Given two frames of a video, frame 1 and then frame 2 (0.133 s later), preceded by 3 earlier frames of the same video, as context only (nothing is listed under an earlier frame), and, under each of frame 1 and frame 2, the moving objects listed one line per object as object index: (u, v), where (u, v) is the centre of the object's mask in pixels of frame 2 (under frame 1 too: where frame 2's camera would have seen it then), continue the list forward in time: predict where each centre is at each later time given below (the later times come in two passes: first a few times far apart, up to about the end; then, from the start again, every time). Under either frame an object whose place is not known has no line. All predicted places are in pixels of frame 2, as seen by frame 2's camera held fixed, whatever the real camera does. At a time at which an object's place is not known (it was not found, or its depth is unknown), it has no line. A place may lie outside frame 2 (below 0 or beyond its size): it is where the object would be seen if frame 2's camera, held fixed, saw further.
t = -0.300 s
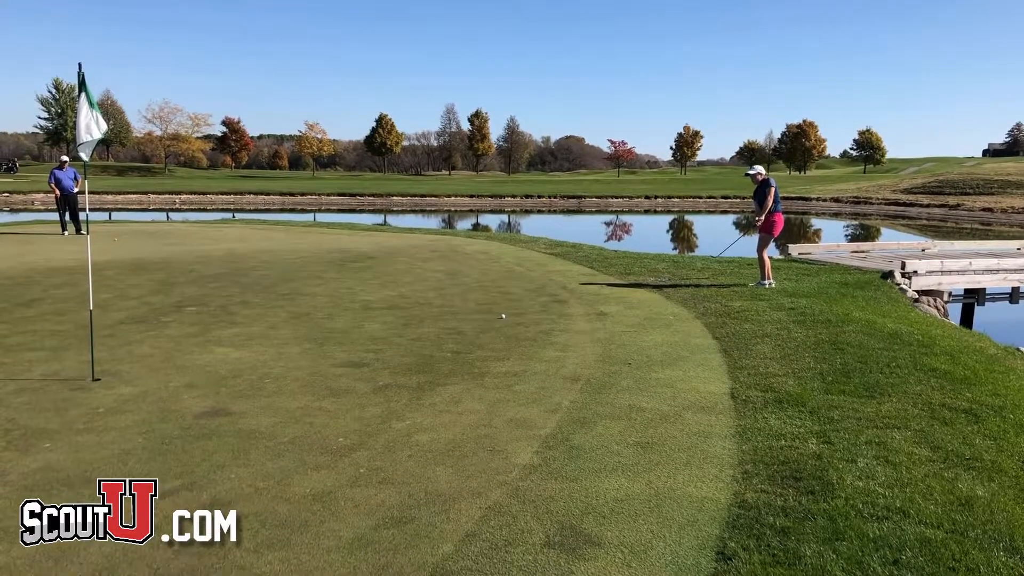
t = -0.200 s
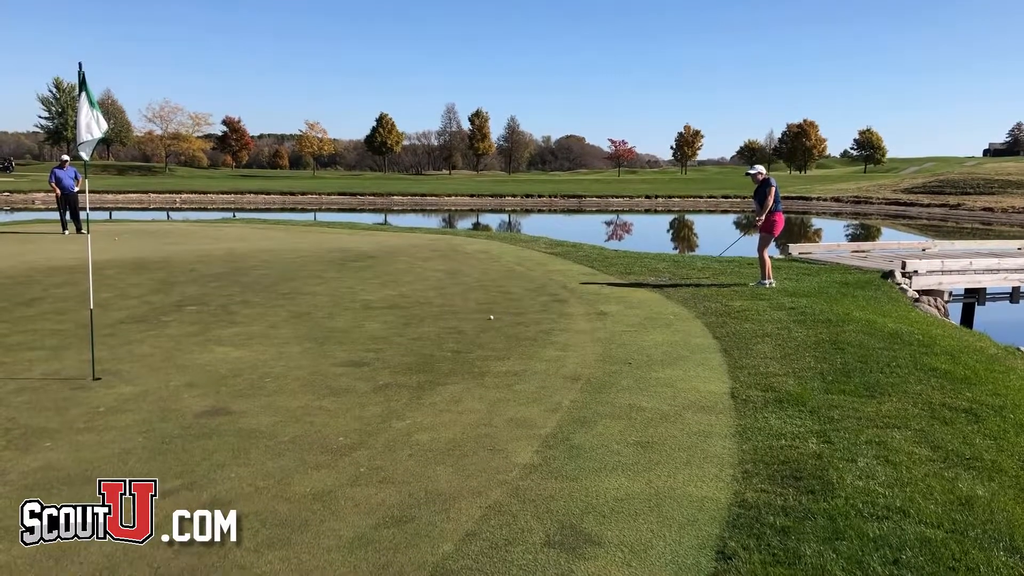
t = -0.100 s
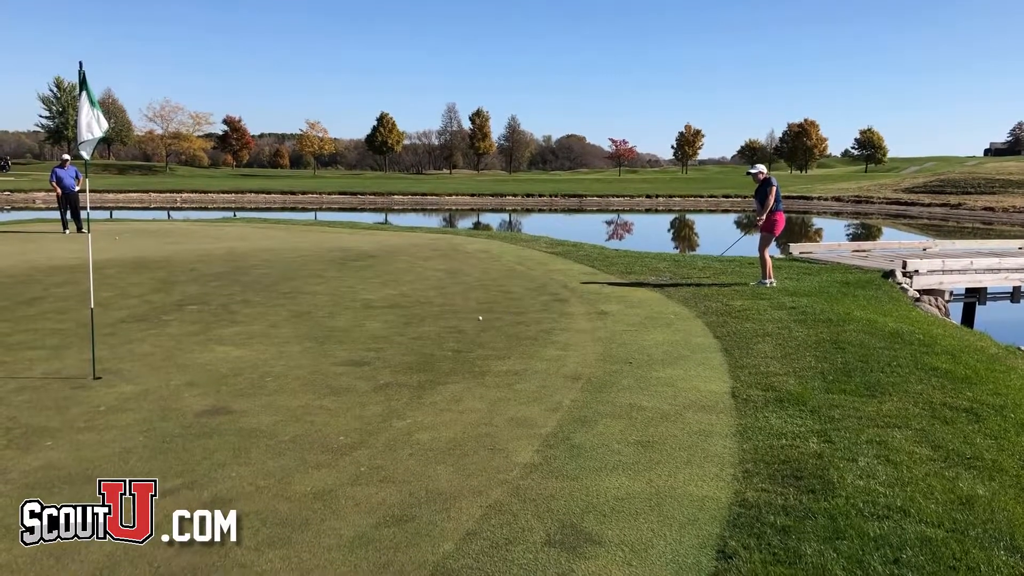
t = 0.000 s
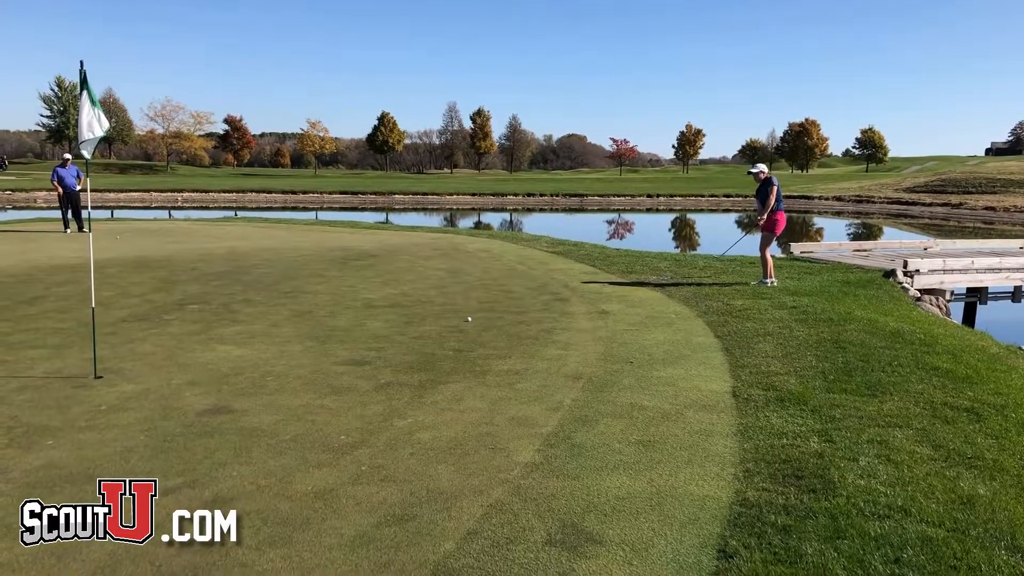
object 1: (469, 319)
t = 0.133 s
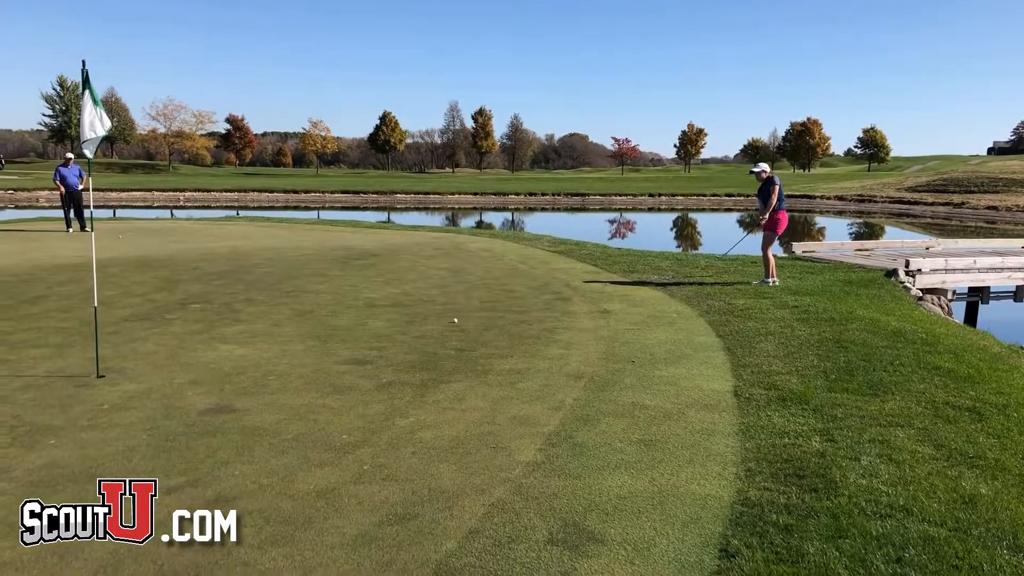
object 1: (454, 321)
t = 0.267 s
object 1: (440, 323)
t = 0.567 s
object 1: (405, 328)
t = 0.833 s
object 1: (375, 333)
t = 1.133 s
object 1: (342, 338)
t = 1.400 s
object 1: (315, 343)
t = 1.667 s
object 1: (288, 347)
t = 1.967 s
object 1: (259, 351)
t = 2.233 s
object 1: (235, 355)
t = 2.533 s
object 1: (211, 358)
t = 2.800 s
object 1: (192, 361)
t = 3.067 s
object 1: (176, 363)
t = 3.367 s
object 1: (162, 365)
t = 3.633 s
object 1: (153, 367)
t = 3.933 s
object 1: (147, 367)
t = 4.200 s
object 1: (145, 368)
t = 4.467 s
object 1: (145, 368)
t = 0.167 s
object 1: (450, 322)
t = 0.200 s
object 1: (446, 322)
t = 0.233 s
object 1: (442, 323)
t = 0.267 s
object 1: (440, 323)
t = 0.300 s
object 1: (436, 324)
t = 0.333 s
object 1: (431, 324)
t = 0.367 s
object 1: (427, 325)
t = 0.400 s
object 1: (423, 325)
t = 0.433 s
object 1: (420, 326)
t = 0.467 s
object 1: (416, 326)
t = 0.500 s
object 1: (412, 327)
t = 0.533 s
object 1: (409, 328)
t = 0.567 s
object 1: (405, 328)
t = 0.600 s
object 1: (401, 329)
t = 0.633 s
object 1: (398, 329)
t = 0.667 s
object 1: (394, 330)
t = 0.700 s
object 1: (390, 330)
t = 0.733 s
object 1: (386, 331)
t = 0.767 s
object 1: (383, 331)
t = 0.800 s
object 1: (378, 332)
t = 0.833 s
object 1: (375, 333)
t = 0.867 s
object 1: (372, 333)
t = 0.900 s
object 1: (368, 334)
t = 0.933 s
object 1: (365, 334)
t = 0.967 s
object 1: (361, 335)
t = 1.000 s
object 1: (357, 336)
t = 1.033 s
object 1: (354, 336)
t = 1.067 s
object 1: (350, 337)
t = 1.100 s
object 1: (347, 337)
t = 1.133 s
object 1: (342, 338)
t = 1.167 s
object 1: (339, 338)
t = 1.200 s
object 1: (335, 339)
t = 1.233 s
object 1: (332, 339)
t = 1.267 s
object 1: (329, 340)
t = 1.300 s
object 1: (326, 341)
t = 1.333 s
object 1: (322, 341)
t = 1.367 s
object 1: (319, 342)
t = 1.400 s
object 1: (315, 343)
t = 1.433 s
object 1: (312, 343)
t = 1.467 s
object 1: (308, 343)
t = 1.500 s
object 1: (305, 344)
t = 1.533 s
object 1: (301, 345)
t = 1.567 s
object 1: (298, 345)
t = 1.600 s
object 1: (294, 346)
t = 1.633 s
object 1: (291, 346)
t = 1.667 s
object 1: (288, 347)
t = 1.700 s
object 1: (284, 347)
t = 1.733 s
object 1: (281, 348)
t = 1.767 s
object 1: (278, 348)
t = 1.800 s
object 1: (274, 349)
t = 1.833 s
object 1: (272, 349)
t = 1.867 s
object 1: (268, 350)
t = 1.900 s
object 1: (265, 350)
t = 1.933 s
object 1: (262, 350)
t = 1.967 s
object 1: (259, 351)
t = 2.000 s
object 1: (256, 352)
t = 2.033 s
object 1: (253, 352)
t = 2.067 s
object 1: (250, 353)
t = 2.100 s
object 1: (247, 353)
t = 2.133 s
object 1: (244, 353)
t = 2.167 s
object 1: (241, 354)
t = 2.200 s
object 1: (238, 354)
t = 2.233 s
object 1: (235, 355)
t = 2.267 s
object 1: (233, 355)
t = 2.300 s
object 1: (230, 355)
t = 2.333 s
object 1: (227, 356)
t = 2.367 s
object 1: (225, 356)
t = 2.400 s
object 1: (222, 357)
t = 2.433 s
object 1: (219, 357)
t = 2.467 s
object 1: (217, 358)
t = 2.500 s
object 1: (214, 358)
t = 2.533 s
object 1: (211, 358)
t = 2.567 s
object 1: (210, 359)
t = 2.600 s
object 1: (207, 359)
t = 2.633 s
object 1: (204, 359)
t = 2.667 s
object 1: (202, 360)
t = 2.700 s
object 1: (200, 360)
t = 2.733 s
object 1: (197, 360)
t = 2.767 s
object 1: (195, 361)
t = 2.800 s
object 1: (192, 361)
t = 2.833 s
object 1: (191, 361)
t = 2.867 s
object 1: (188, 362)
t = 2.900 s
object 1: (186, 362)
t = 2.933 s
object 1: (184, 362)
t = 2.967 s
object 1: (182, 362)
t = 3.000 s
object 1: (180, 363)
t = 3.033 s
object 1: (177, 363)
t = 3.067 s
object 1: (176, 363)
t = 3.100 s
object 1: (174, 363)
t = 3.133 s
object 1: (172, 364)
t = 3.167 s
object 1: (170, 364)
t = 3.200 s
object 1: (169, 364)
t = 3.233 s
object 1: (168, 364)
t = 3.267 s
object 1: (166, 365)
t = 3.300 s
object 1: (165, 365)
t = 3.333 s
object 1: (163, 365)
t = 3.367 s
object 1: (162, 365)
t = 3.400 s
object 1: (161, 365)
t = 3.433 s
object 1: (160, 366)
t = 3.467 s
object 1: (158, 366)
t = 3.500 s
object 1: (157, 366)
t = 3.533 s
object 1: (157, 366)
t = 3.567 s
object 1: (156, 366)
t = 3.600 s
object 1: (154, 367)
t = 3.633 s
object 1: (153, 367)
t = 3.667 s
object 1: (153, 367)
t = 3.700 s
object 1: (152, 367)
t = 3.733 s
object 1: (151, 367)
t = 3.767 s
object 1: (150, 367)
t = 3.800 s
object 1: (149, 367)
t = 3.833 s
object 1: (149, 367)
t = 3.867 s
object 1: (148, 367)
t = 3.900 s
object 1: (147, 367)
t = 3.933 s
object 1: (147, 367)
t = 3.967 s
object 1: (146, 367)
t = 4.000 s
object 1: (146, 368)
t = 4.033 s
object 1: (146, 367)
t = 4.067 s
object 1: (145, 367)
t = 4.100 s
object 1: (145, 367)
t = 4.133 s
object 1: (145, 367)
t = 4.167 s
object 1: (145, 367)
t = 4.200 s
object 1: (145, 368)
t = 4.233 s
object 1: (145, 368)
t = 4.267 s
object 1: (145, 368)
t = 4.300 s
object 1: (145, 368)
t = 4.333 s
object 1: (145, 367)
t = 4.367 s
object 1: (145, 367)
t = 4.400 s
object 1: (145, 367)
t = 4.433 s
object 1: (145, 367)
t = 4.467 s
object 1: (145, 368)
